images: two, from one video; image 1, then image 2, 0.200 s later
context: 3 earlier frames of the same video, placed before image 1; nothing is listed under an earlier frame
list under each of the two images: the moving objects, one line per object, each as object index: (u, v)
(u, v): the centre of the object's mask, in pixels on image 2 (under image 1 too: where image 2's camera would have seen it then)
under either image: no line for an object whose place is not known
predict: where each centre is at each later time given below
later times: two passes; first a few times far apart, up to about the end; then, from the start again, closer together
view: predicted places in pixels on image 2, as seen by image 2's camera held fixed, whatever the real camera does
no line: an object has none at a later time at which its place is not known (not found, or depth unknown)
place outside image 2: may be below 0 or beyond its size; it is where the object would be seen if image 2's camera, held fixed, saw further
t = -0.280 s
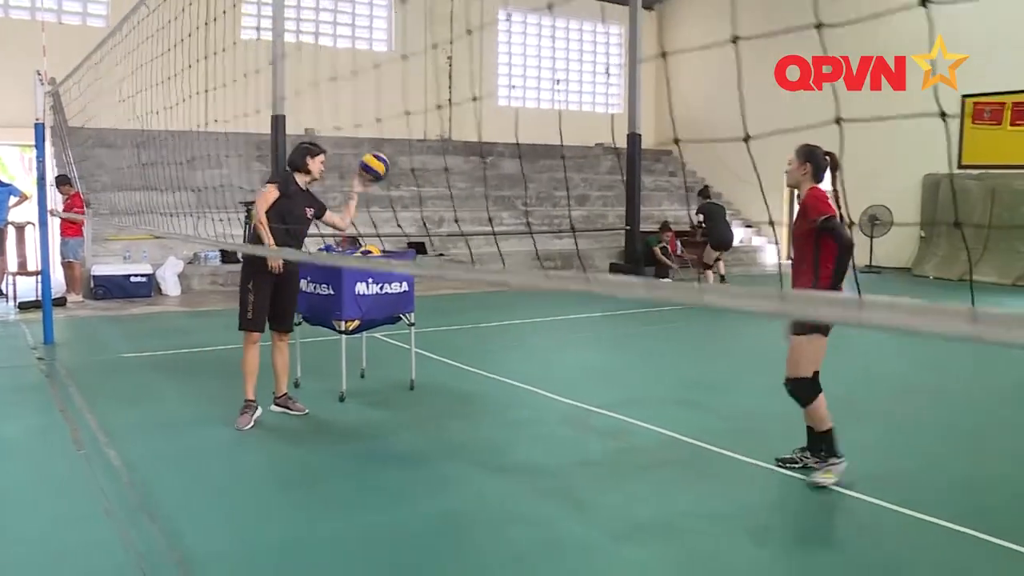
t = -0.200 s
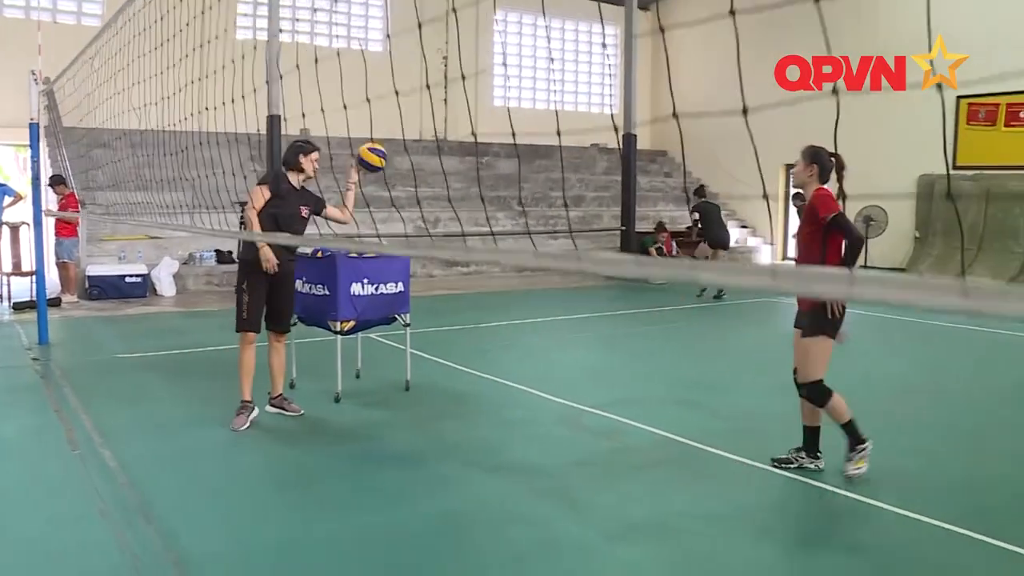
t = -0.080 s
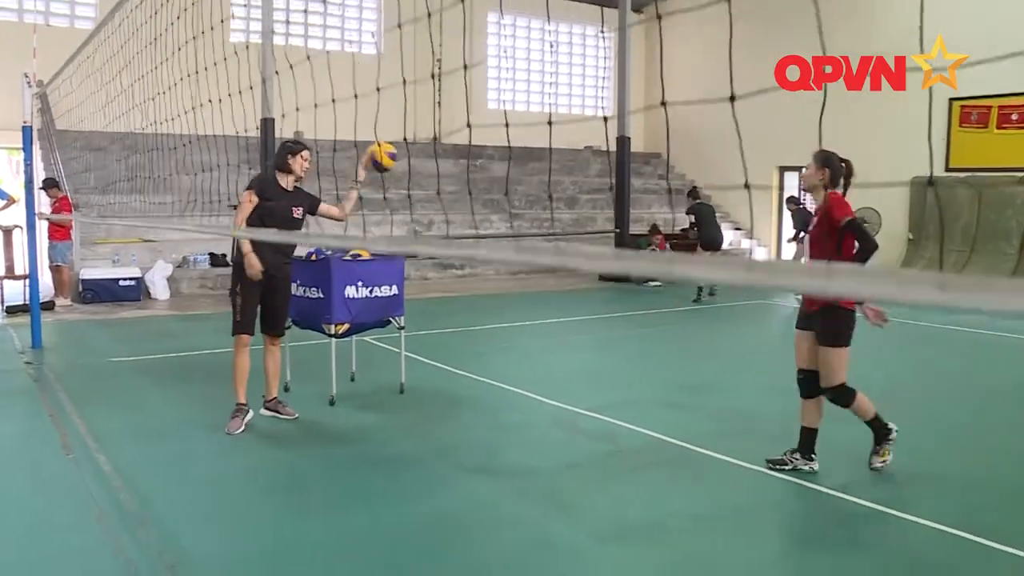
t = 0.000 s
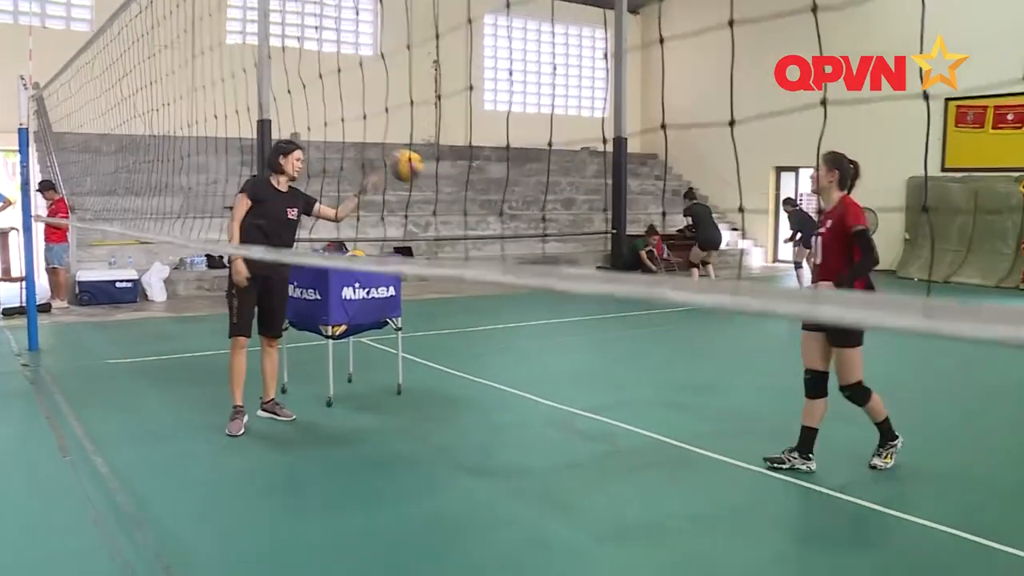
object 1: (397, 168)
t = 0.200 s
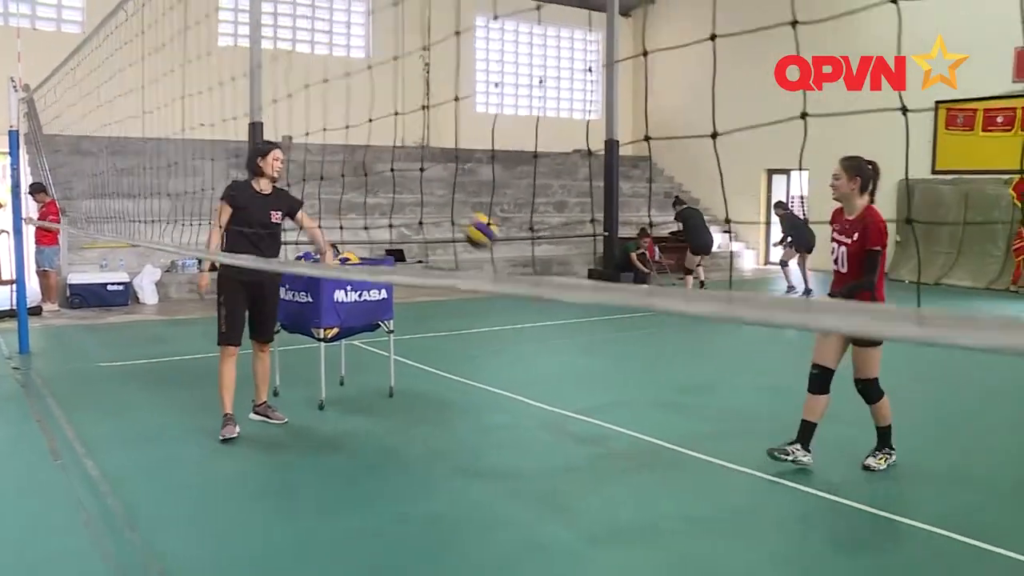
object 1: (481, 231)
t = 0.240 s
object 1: (498, 251)
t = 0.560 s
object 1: (622, 371)
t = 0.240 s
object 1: (498, 251)
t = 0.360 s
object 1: (551, 334)
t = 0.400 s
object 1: (571, 366)
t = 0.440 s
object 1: (588, 399)
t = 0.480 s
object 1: (605, 422)
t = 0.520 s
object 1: (613, 394)
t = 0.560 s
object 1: (622, 371)
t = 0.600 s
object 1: (632, 349)
